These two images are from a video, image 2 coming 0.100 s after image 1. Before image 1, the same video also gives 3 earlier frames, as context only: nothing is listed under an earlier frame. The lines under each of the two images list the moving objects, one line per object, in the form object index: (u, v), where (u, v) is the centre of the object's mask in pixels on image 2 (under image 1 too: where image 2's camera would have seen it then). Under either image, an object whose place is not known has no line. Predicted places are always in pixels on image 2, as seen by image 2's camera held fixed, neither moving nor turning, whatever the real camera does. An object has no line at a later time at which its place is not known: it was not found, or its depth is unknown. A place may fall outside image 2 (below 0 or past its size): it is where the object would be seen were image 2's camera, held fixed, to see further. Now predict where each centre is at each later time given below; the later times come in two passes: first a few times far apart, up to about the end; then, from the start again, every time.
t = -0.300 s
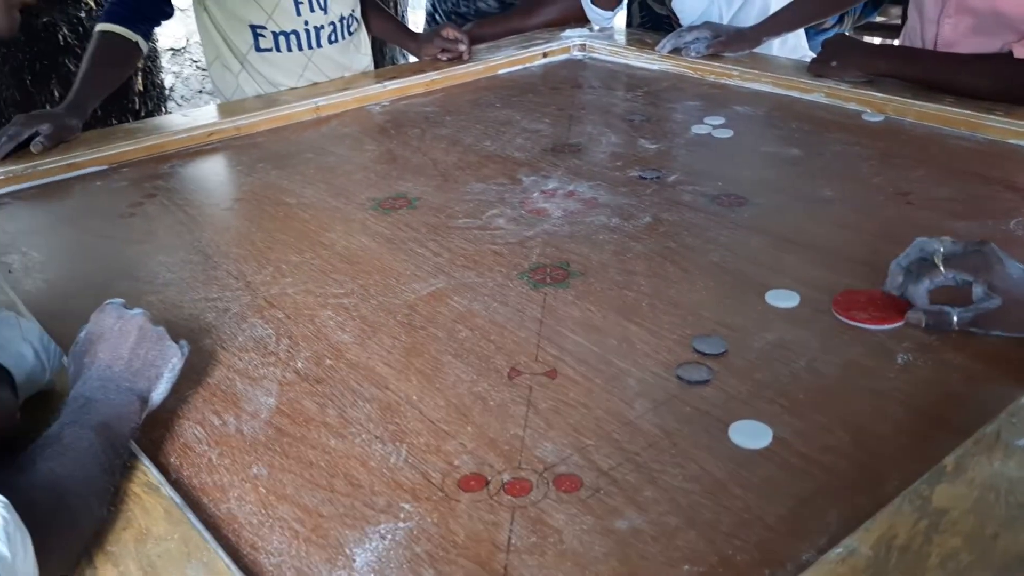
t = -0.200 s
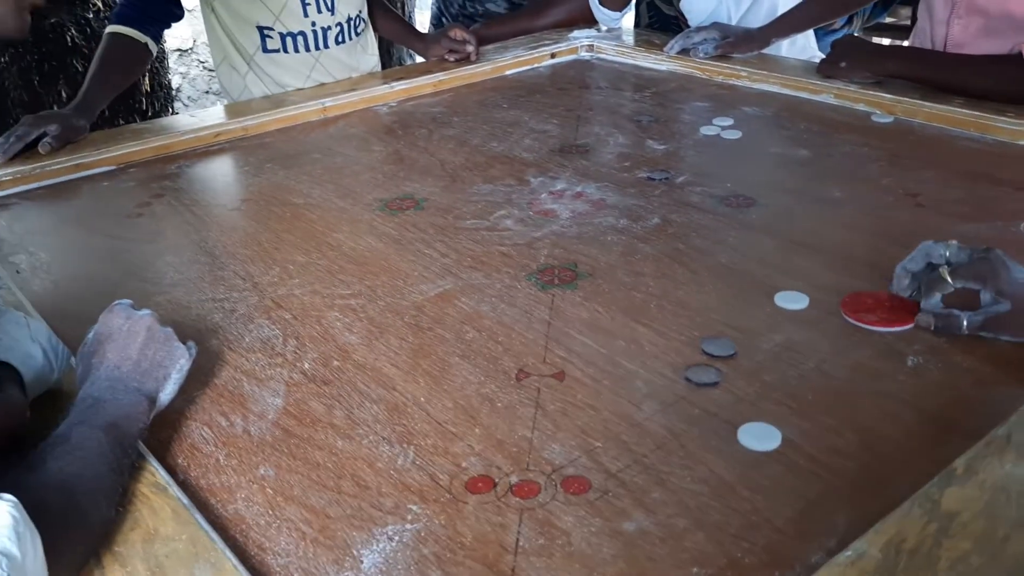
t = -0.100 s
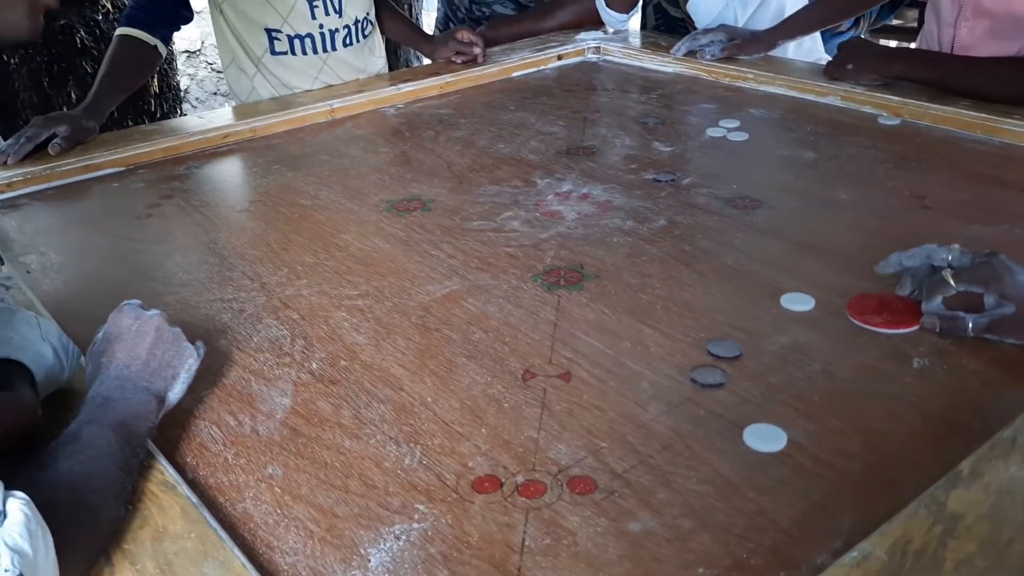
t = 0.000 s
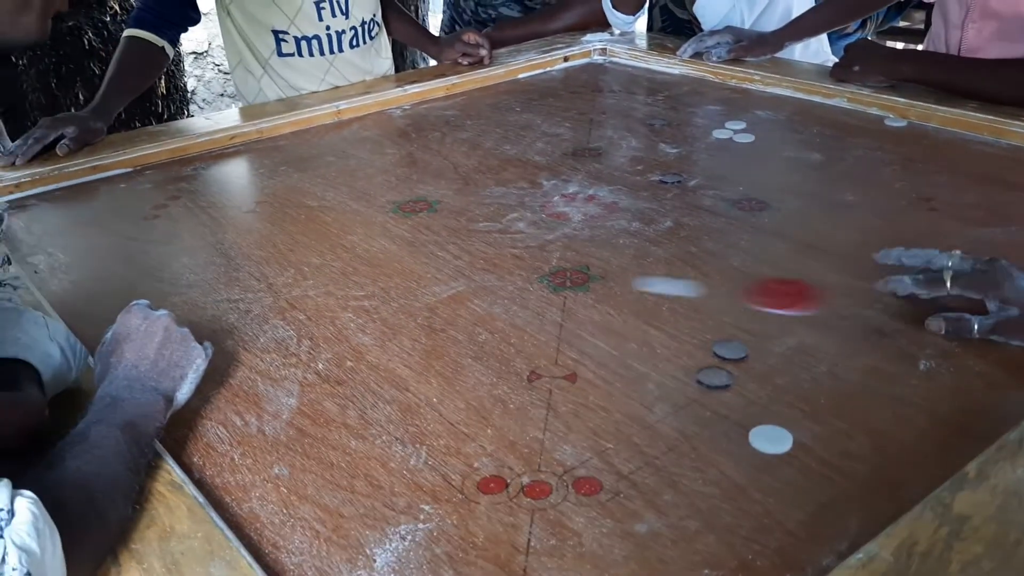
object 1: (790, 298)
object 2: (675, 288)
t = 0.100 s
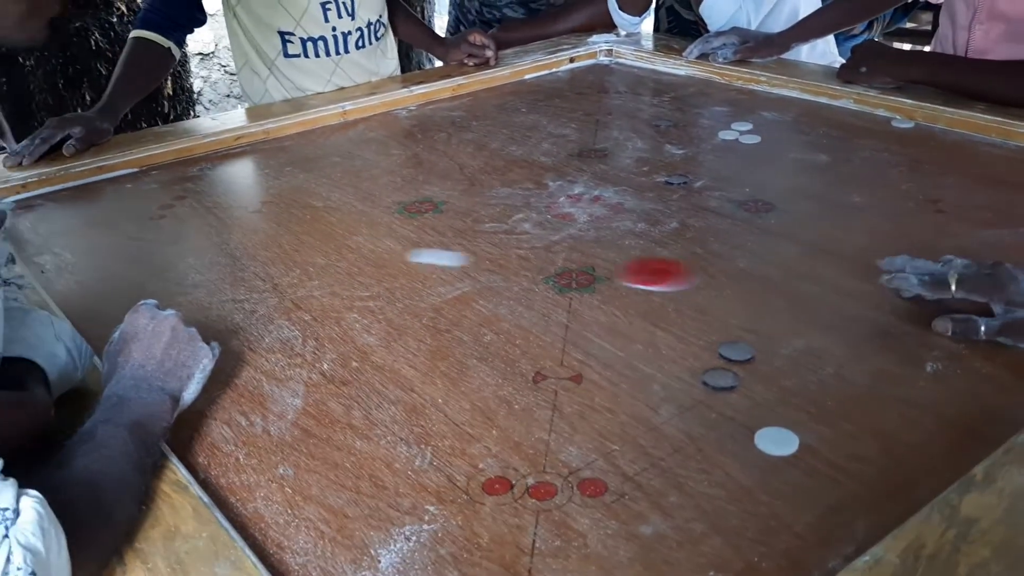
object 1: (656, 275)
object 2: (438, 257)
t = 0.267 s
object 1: (491, 246)
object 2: (140, 218)
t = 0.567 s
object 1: (306, 215)
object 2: (39, 209)
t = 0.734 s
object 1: (240, 203)
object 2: (55, 211)
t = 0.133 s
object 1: (616, 268)
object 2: (371, 248)
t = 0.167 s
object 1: (581, 262)
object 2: (307, 240)
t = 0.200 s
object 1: (549, 256)
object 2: (249, 232)
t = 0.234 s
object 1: (519, 251)
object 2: (192, 225)
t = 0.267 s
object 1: (491, 246)
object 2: (140, 218)
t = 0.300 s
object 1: (464, 242)
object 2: (87, 212)
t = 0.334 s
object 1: (441, 237)
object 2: (35, 205)
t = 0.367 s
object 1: (418, 233)
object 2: (3, 197)
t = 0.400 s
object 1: (397, 230)
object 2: (-4, 200)
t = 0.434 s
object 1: (378, 226)
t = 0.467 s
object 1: (359, 224)
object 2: (15, 207)
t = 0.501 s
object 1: (340, 220)
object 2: (21, 207)
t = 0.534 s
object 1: (323, 217)
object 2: (32, 208)
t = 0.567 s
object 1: (306, 215)
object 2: (39, 209)
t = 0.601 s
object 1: (291, 212)
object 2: (44, 210)
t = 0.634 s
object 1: (277, 210)
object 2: (49, 210)
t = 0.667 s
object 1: (264, 207)
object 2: (52, 210)
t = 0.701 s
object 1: (252, 205)
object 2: (53, 211)
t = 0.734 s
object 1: (240, 203)
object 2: (55, 211)
